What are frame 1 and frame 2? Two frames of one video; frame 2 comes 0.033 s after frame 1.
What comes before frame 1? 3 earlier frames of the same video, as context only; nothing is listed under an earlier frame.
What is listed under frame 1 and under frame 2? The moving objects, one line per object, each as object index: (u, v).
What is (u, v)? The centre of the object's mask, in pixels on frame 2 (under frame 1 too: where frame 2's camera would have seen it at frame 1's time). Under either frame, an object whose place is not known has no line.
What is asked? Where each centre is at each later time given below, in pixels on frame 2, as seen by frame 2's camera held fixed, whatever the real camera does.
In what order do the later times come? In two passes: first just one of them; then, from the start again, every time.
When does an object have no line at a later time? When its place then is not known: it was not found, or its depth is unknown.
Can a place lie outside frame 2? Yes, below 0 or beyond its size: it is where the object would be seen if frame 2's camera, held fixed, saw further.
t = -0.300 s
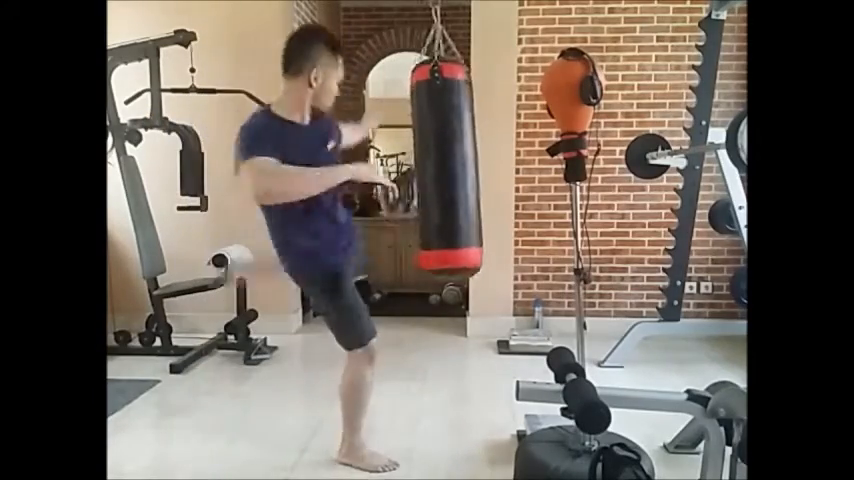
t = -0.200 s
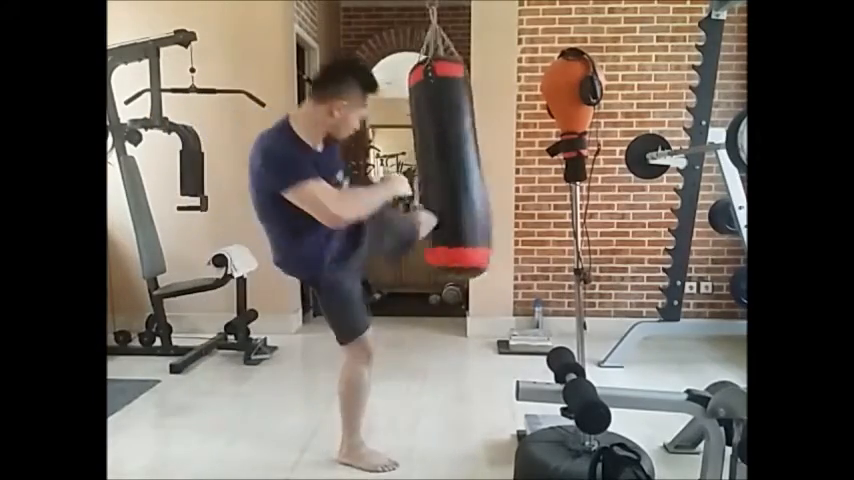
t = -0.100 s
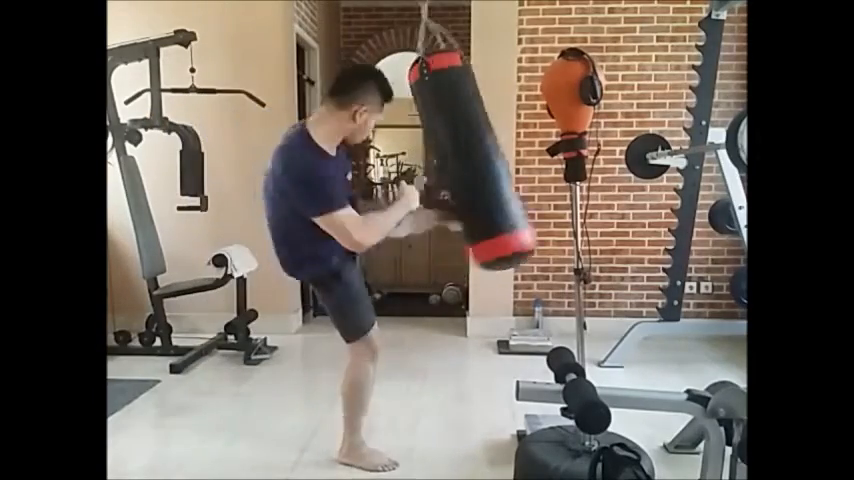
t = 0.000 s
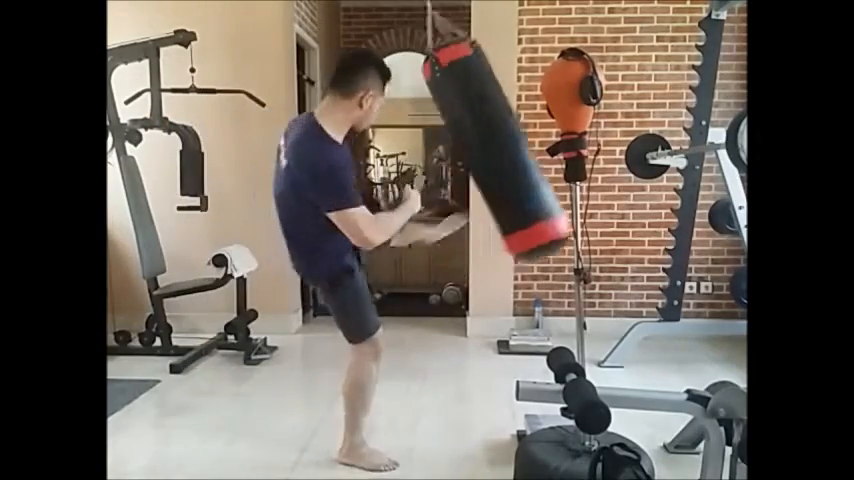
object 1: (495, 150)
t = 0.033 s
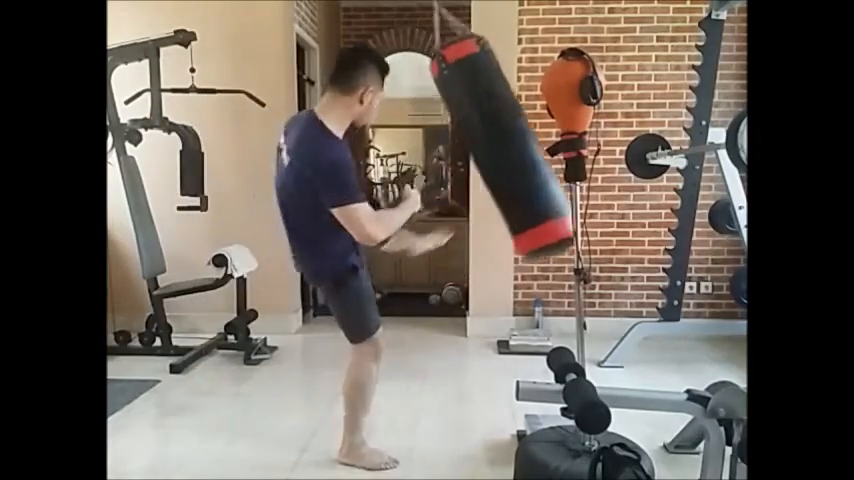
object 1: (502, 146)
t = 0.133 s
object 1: (520, 132)
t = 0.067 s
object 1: (508, 141)
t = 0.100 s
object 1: (512, 135)
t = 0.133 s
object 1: (520, 132)
